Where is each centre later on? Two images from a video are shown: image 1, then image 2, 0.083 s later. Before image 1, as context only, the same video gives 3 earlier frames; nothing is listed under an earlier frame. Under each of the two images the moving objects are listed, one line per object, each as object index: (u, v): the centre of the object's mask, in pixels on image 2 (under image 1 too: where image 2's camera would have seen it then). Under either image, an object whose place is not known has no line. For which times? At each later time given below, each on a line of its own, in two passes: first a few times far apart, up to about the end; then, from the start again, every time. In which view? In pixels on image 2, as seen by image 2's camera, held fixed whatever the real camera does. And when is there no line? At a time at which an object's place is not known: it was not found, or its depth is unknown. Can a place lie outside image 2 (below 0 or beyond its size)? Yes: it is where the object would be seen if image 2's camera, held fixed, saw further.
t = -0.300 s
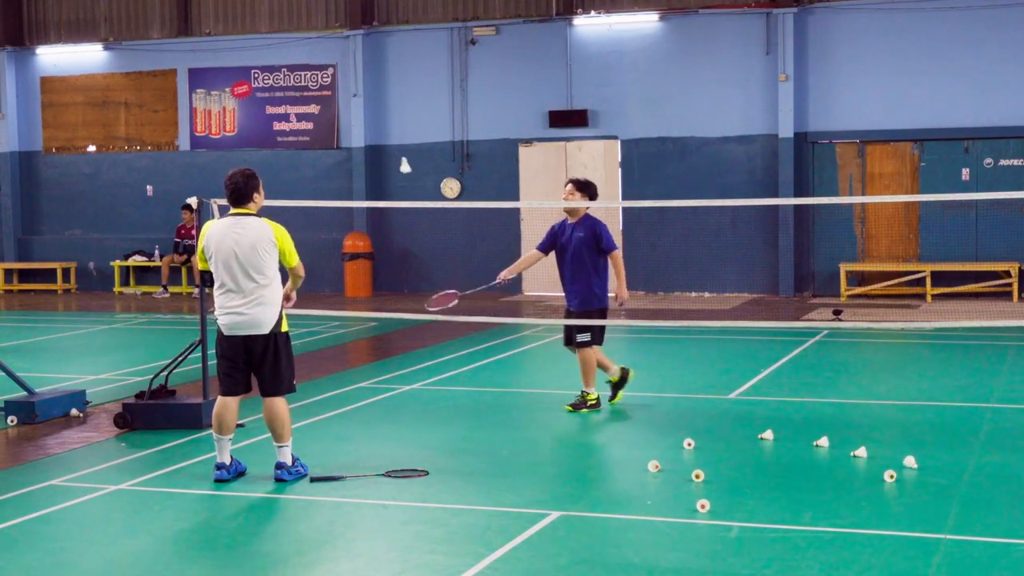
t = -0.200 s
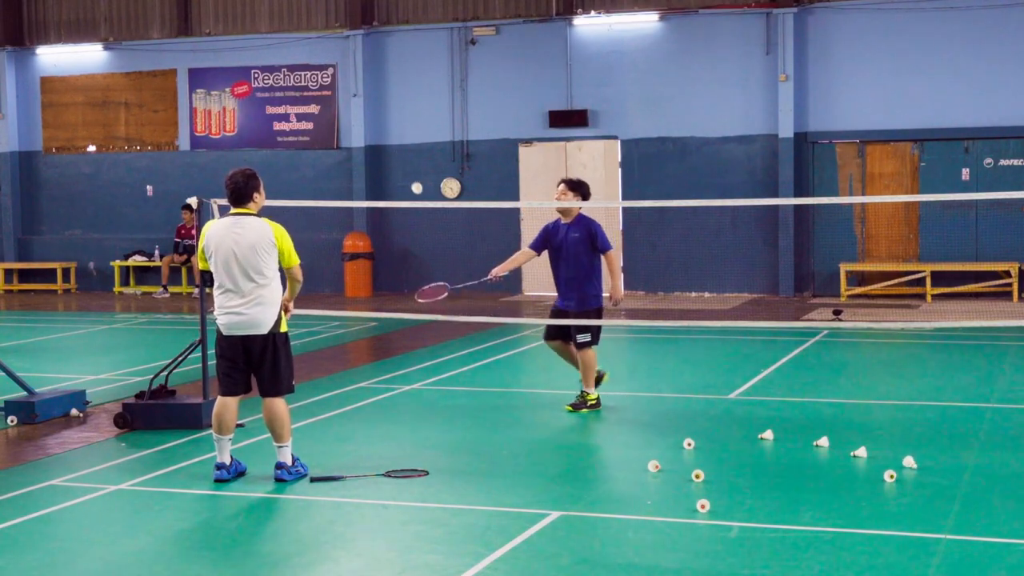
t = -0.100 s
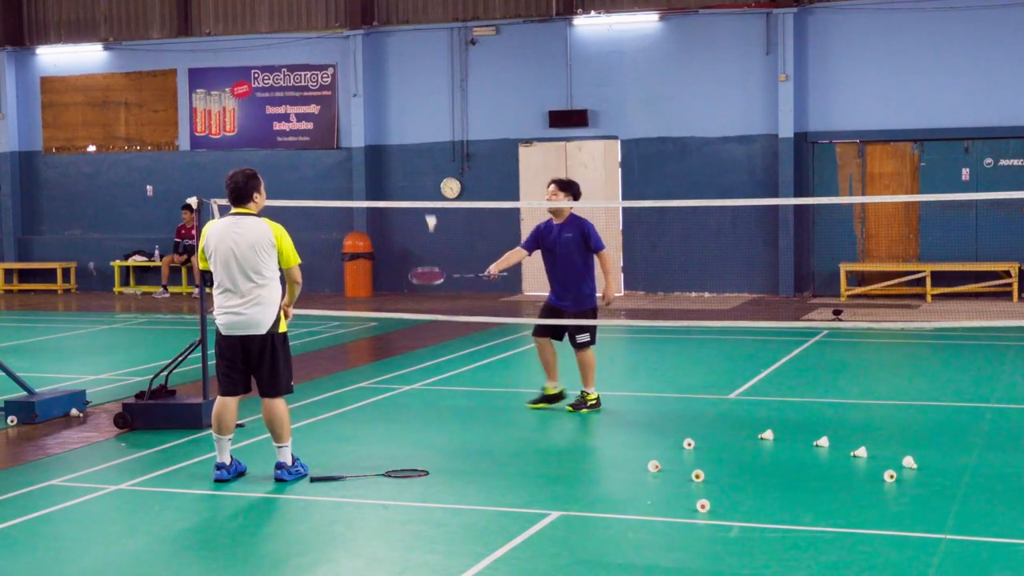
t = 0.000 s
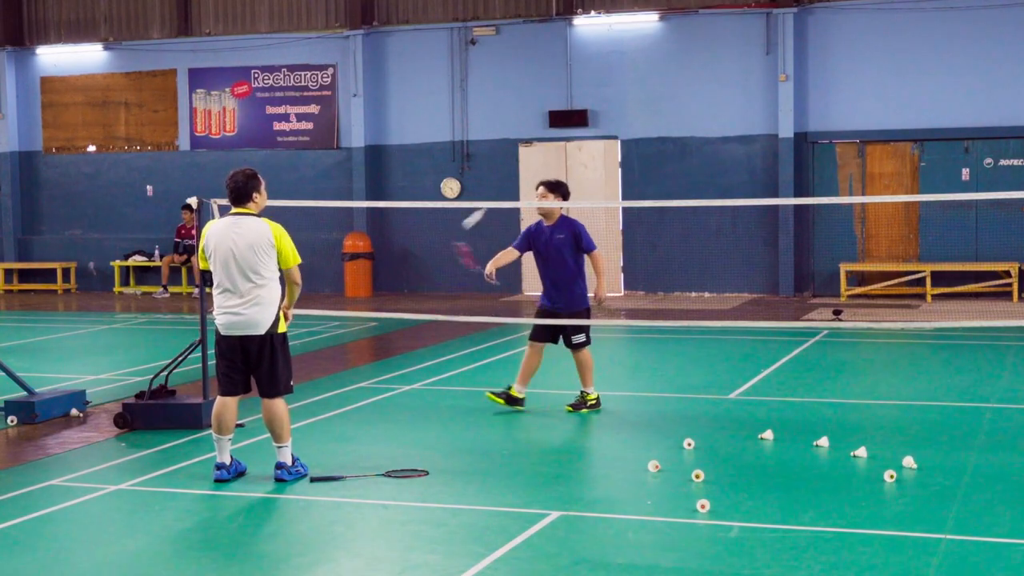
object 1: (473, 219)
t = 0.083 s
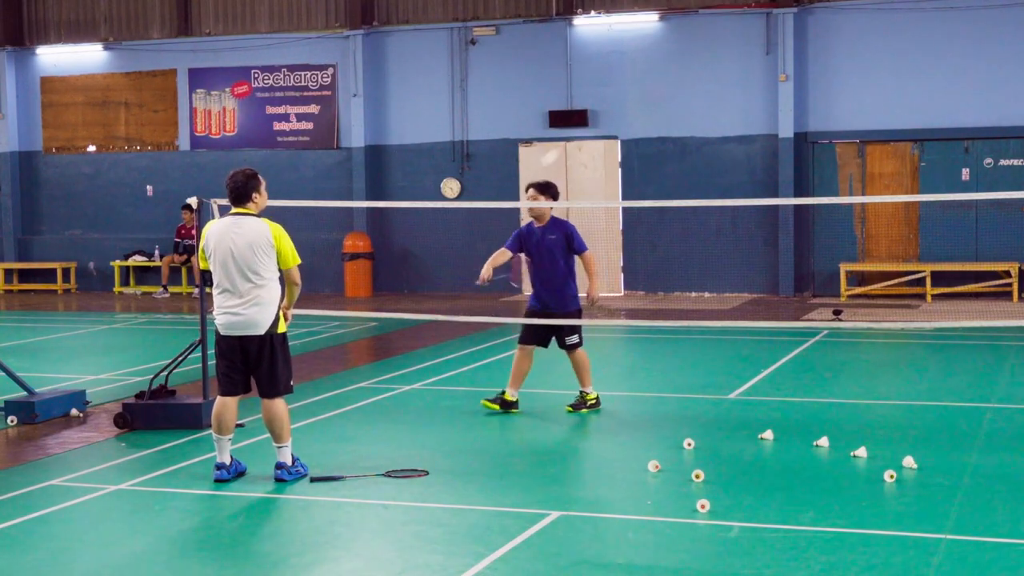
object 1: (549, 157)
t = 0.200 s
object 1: (646, 91)
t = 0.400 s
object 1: (792, 39)
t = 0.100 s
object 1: (565, 146)
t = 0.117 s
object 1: (580, 134)
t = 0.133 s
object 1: (594, 126)
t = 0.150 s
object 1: (607, 116)
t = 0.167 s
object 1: (621, 107)
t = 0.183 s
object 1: (633, 99)
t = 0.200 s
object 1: (646, 91)
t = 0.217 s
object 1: (659, 84)
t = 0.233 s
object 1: (672, 77)
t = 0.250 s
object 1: (685, 71)
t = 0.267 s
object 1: (697, 65)
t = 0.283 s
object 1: (709, 60)
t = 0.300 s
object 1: (721, 56)
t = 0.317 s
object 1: (734, 51)
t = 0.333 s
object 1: (745, 48)
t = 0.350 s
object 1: (757, 45)
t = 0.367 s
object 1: (769, 43)
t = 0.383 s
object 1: (781, 41)
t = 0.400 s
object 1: (792, 39)
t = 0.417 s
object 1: (804, 38)
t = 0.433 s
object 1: (815, 37)
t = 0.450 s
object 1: (827, 37)
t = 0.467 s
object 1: (838, 37)
